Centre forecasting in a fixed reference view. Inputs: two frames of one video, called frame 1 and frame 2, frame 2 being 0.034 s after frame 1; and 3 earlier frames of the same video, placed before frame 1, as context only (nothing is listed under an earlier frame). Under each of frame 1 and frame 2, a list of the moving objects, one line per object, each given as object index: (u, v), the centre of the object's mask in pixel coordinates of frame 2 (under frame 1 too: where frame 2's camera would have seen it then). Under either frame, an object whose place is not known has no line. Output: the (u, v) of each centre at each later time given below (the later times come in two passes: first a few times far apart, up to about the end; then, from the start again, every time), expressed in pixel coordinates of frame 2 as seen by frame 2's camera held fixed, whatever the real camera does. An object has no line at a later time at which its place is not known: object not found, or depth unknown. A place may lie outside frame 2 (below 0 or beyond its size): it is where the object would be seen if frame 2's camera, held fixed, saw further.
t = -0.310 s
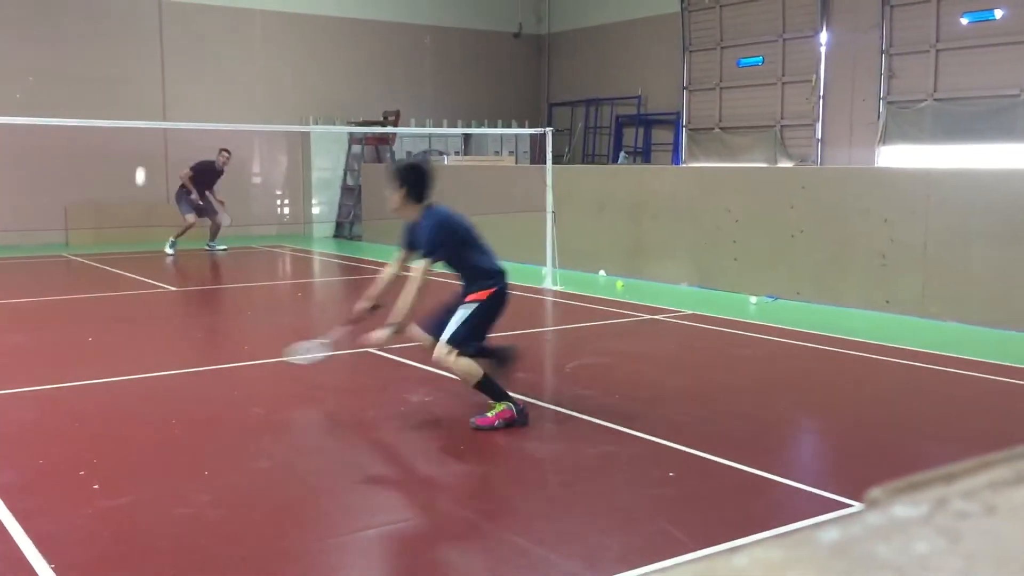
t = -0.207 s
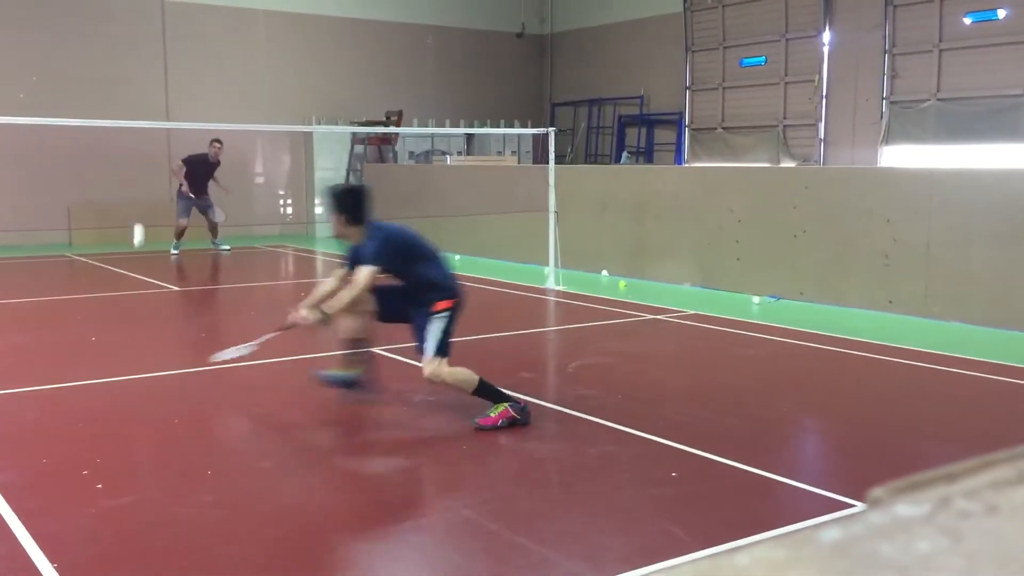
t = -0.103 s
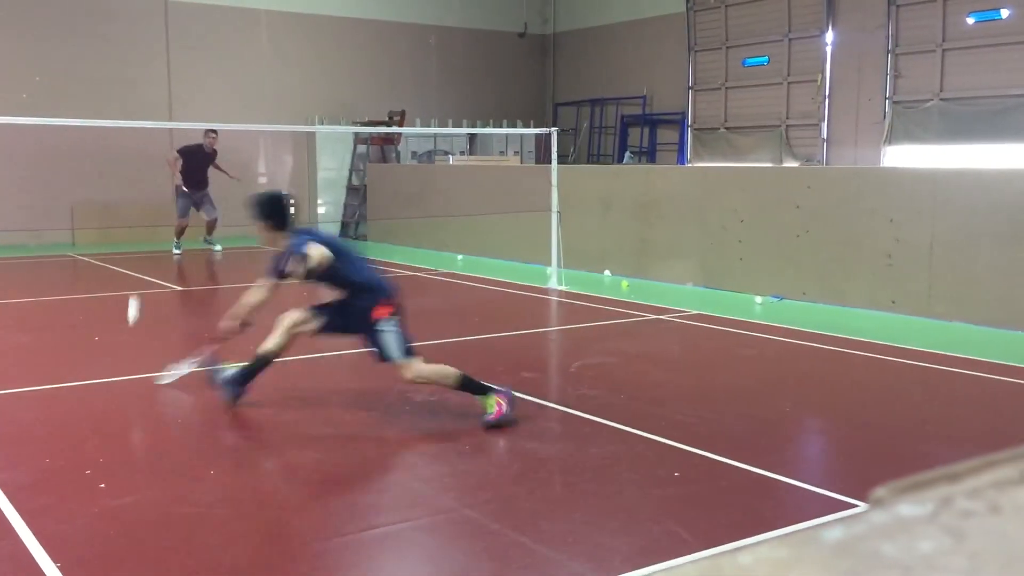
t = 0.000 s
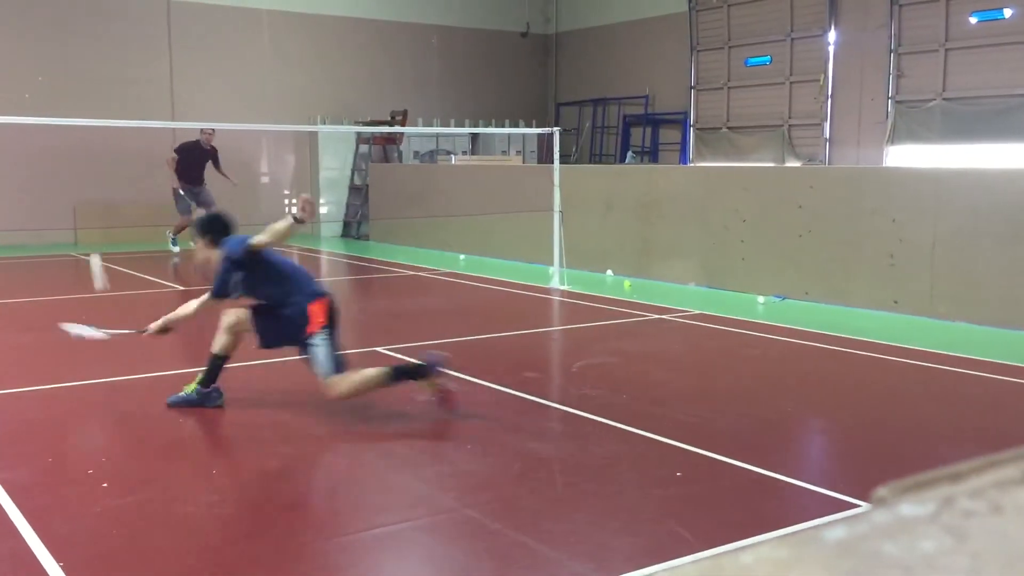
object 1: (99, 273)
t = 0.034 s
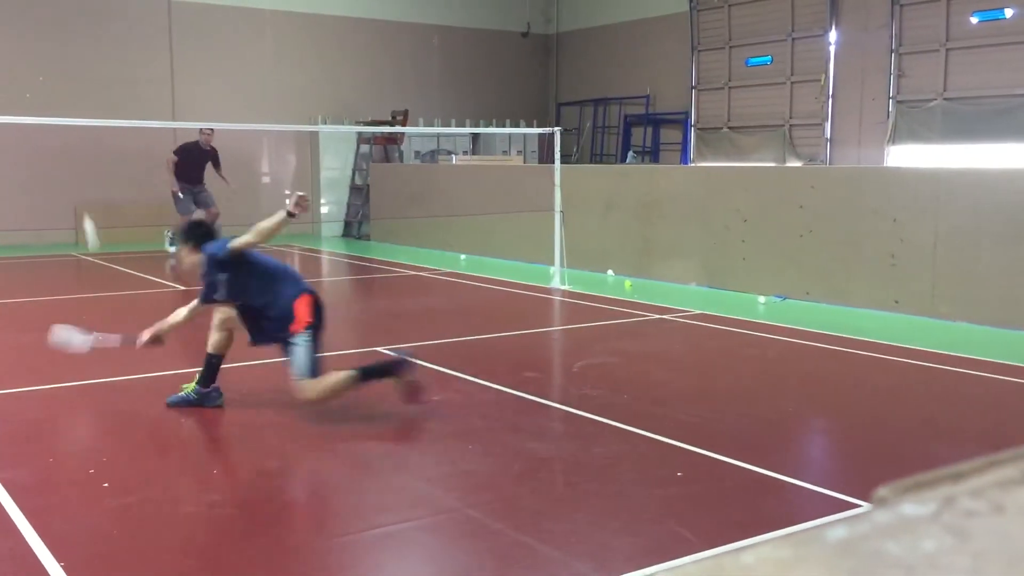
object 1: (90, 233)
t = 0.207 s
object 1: (52, 96)
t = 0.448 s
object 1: (10, 25)
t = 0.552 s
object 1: (-2, 20)
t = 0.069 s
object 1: (77, 196)
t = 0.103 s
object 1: (67, 165)
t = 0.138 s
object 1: (63, 140)
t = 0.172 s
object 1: (58, 116)
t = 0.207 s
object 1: (52, 96)
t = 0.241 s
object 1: (44, 80)
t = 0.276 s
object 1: (37, 66)
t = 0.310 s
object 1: (31, 54)
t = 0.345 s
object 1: (25, 44)
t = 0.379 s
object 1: (19, 36)
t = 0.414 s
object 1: (14, 30)
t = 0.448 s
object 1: (10, 25)
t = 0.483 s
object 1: (5, 22)
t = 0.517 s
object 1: (2, 20)
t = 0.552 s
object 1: (-2, 20)
